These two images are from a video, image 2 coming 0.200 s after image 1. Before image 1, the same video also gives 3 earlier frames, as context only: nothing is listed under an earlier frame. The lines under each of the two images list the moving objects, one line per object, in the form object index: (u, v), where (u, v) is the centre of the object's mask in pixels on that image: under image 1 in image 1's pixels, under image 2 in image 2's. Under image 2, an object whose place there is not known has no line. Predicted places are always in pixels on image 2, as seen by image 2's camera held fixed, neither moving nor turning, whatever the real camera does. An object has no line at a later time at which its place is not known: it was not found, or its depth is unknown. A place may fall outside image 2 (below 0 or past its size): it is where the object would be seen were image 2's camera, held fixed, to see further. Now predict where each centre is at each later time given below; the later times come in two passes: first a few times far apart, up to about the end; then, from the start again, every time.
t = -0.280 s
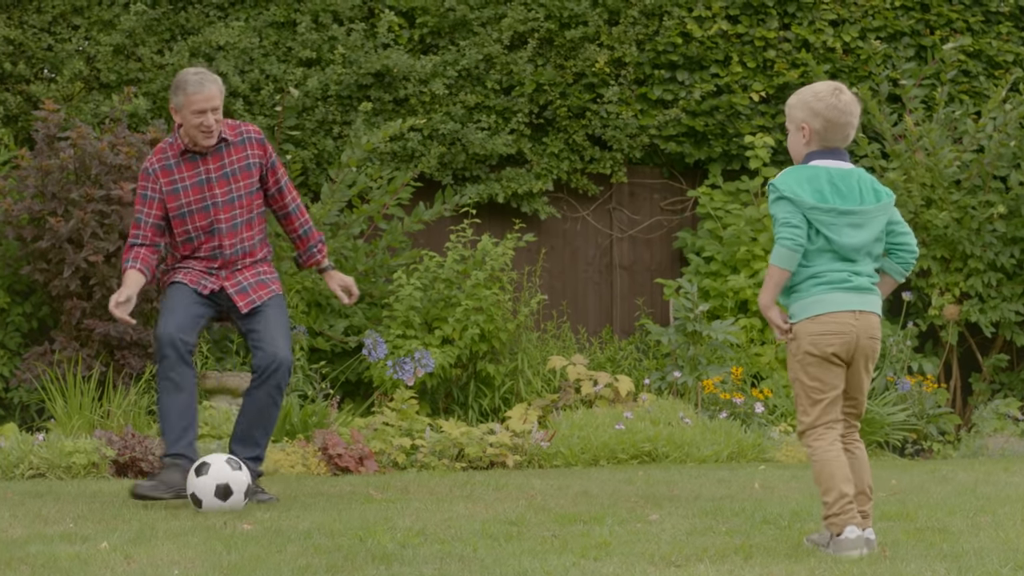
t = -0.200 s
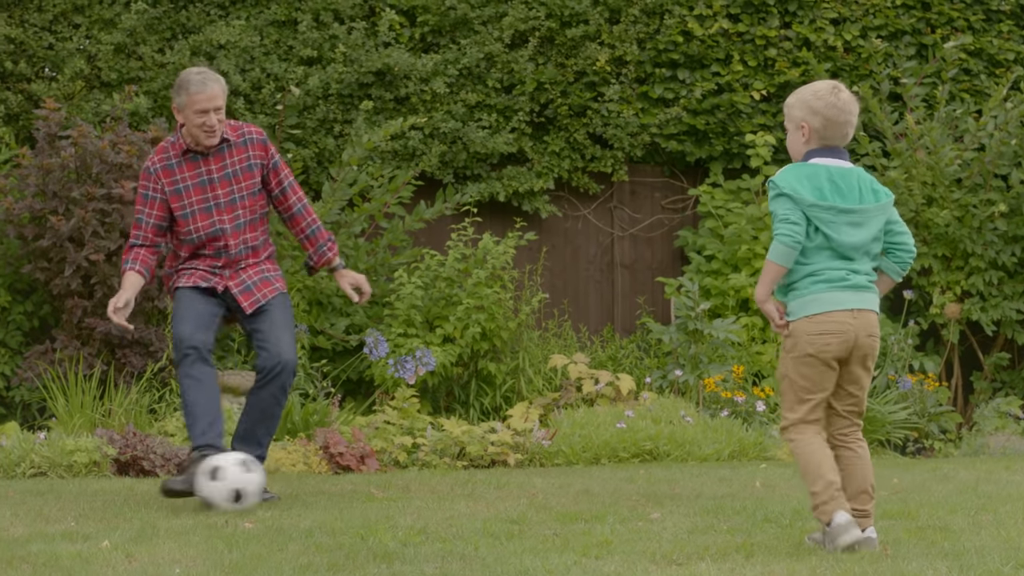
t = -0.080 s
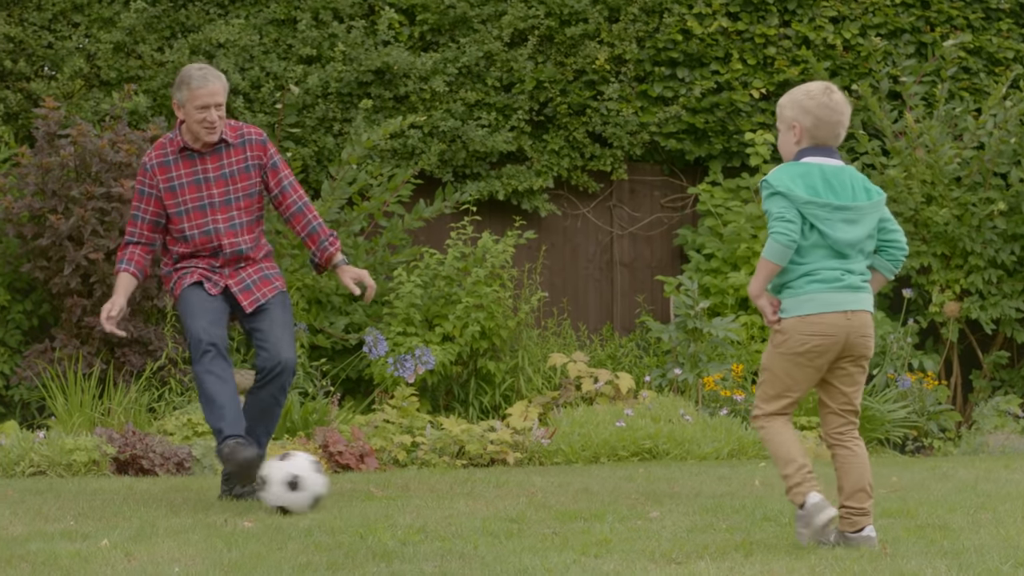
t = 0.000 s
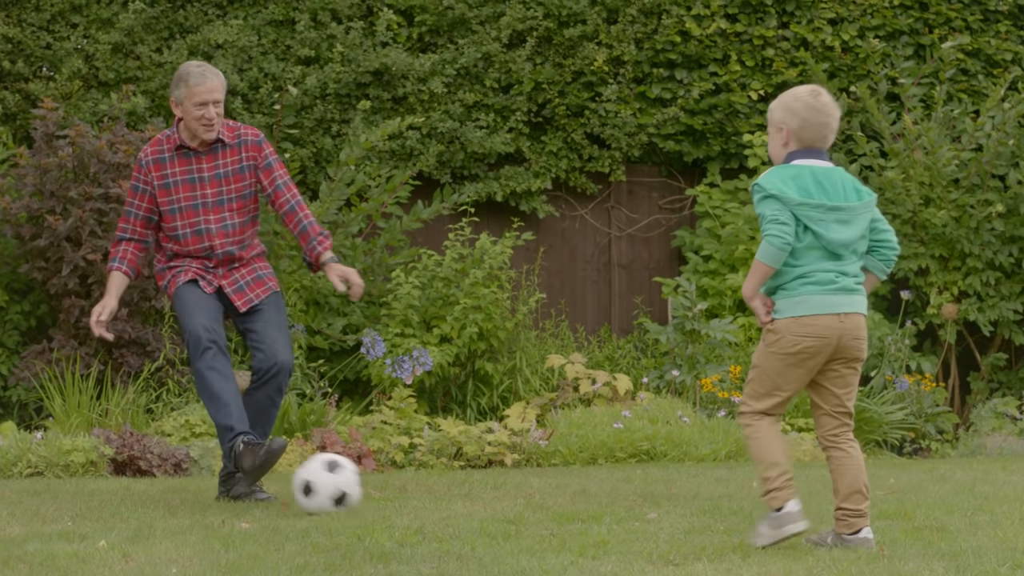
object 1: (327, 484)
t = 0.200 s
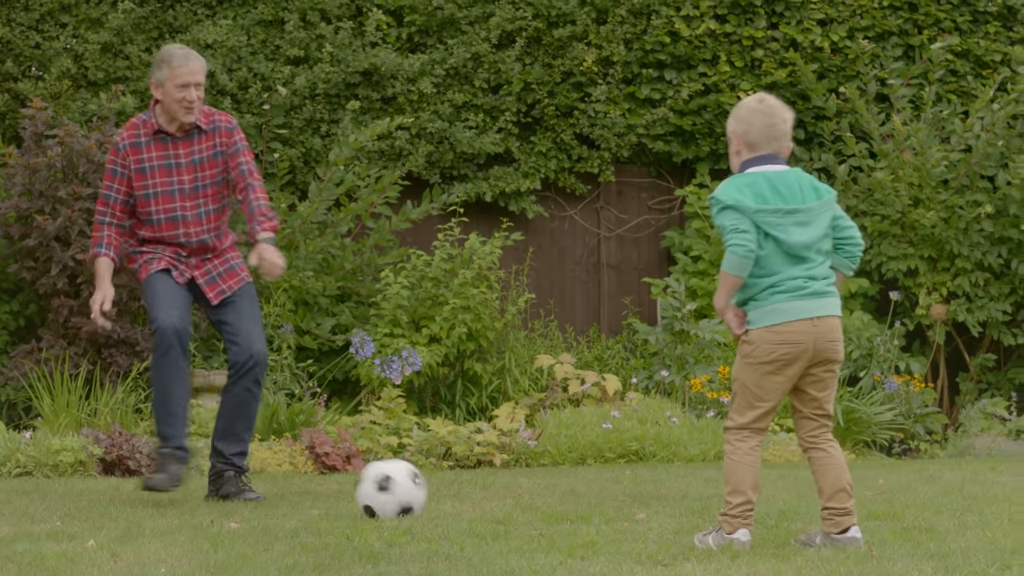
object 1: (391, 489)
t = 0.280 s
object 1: (418, 488)
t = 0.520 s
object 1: (490, 487)
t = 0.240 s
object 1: (406, 489)
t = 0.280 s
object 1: (418, 488)
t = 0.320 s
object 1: (431, 488)
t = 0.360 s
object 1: (443, 489)
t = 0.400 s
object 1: (455, 489)
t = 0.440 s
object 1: (467, 488)
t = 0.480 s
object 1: (479, 487)
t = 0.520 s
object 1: (490, 487)
